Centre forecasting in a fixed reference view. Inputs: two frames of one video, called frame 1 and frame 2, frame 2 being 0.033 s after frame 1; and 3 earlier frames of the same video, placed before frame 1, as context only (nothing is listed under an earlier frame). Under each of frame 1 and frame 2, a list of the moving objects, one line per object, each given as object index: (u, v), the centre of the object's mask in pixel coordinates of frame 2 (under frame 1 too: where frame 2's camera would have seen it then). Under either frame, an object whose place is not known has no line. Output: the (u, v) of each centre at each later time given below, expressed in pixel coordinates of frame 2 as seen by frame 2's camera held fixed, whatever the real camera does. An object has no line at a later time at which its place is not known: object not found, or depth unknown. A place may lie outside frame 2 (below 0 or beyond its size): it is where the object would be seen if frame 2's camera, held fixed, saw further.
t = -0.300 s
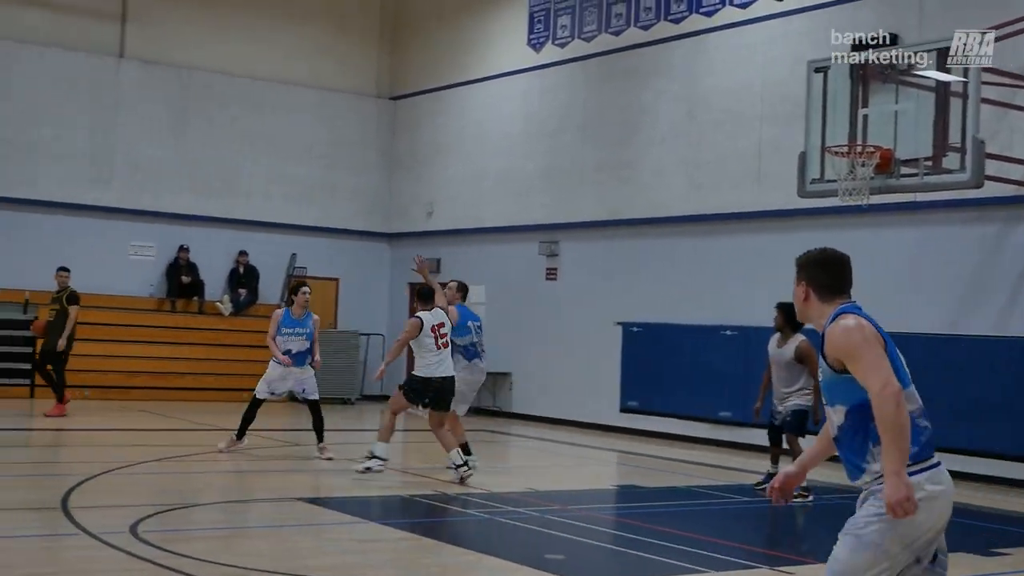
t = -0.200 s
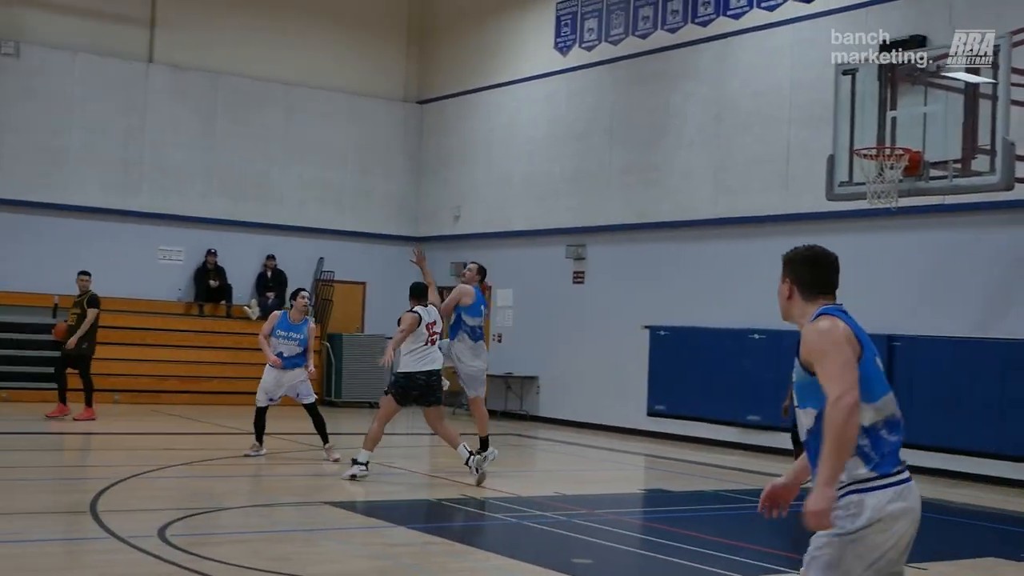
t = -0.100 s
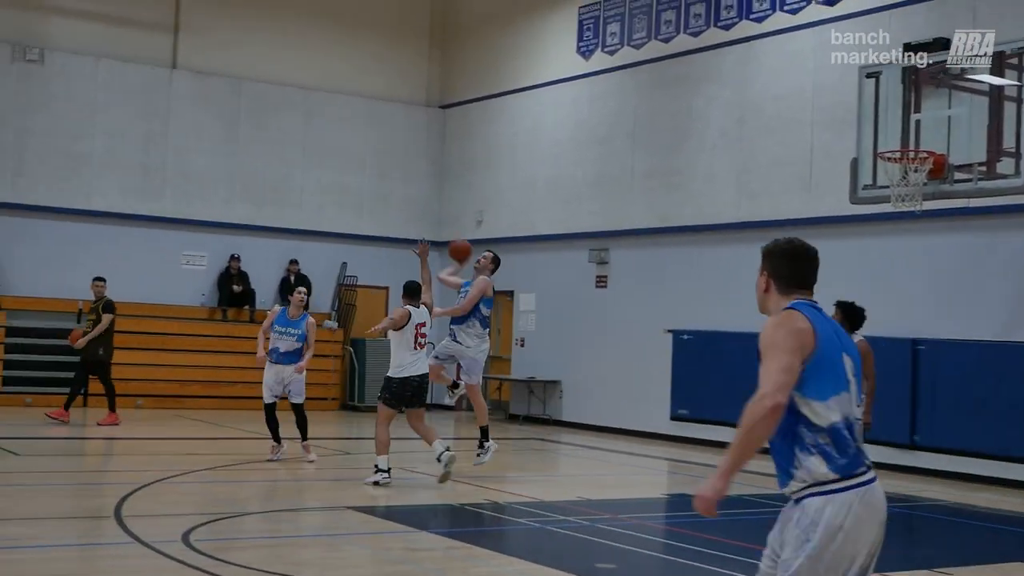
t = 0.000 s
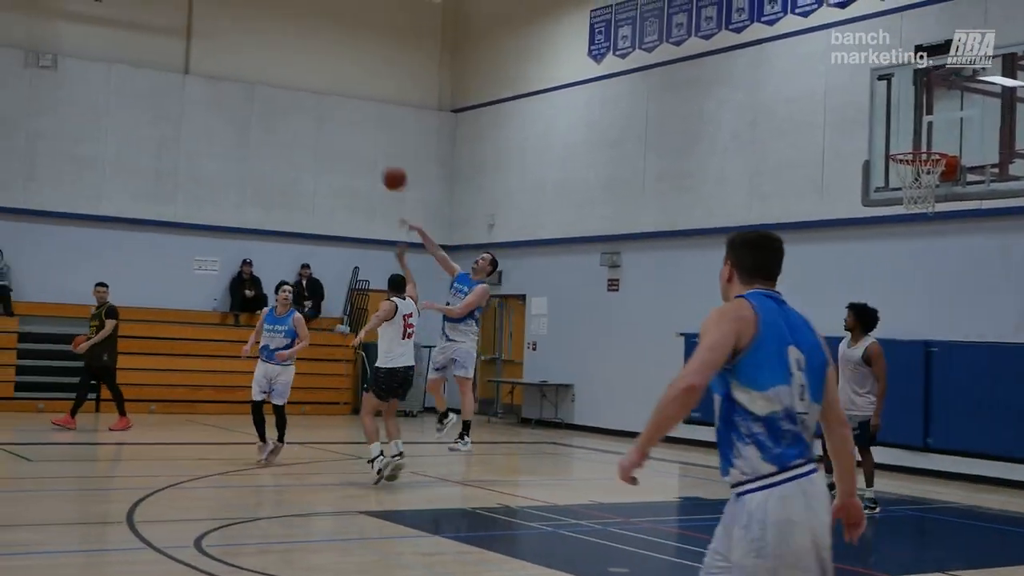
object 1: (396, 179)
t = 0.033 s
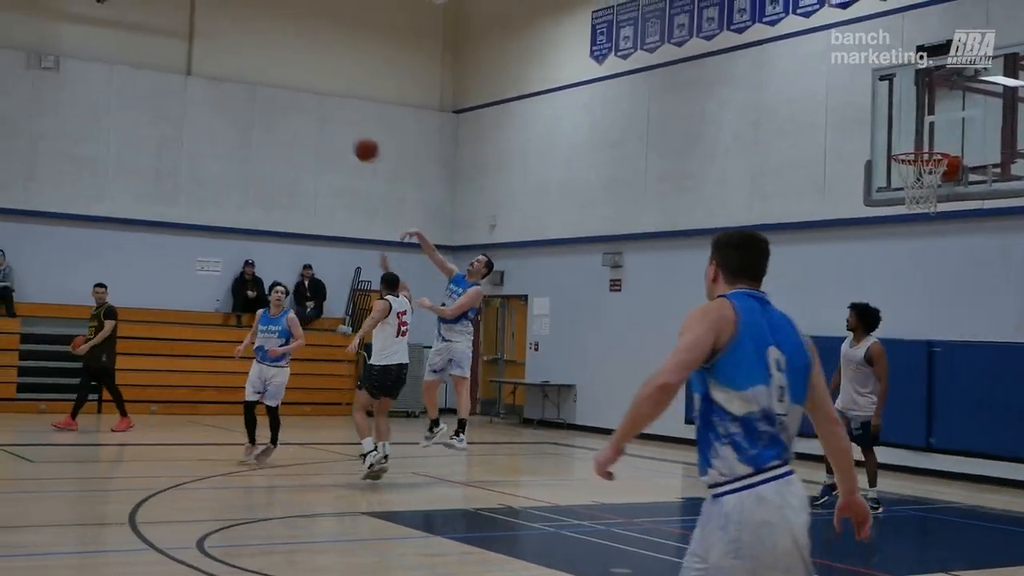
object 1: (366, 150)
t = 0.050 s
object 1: (351, 135)
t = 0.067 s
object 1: (335, 120)
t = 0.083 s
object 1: (319, 105)
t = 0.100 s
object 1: (301, 90)
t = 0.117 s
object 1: (284, 75)
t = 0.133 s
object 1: (265, 60)
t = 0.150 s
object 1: (247, 44)
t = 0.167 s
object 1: (229, 29)
